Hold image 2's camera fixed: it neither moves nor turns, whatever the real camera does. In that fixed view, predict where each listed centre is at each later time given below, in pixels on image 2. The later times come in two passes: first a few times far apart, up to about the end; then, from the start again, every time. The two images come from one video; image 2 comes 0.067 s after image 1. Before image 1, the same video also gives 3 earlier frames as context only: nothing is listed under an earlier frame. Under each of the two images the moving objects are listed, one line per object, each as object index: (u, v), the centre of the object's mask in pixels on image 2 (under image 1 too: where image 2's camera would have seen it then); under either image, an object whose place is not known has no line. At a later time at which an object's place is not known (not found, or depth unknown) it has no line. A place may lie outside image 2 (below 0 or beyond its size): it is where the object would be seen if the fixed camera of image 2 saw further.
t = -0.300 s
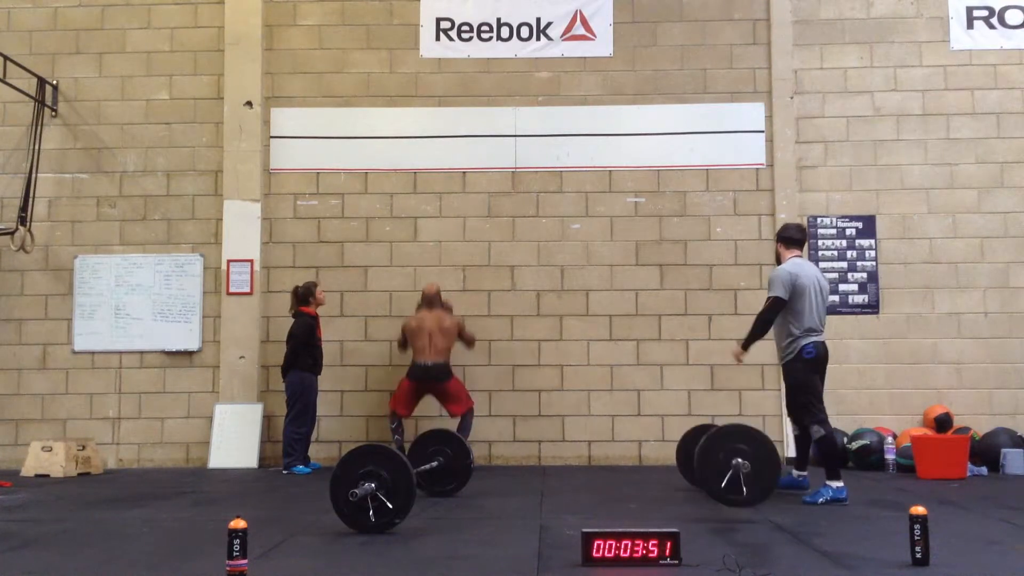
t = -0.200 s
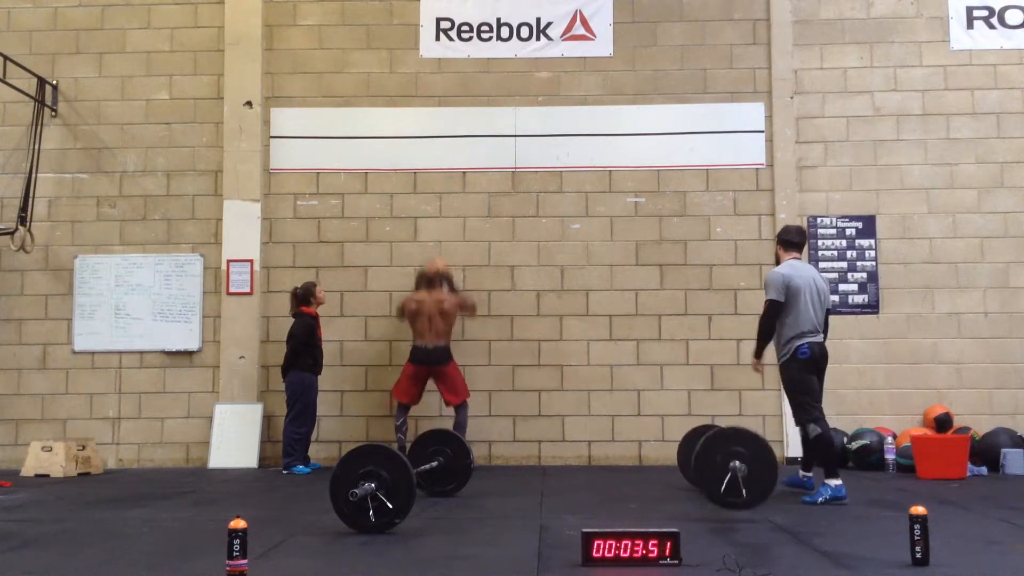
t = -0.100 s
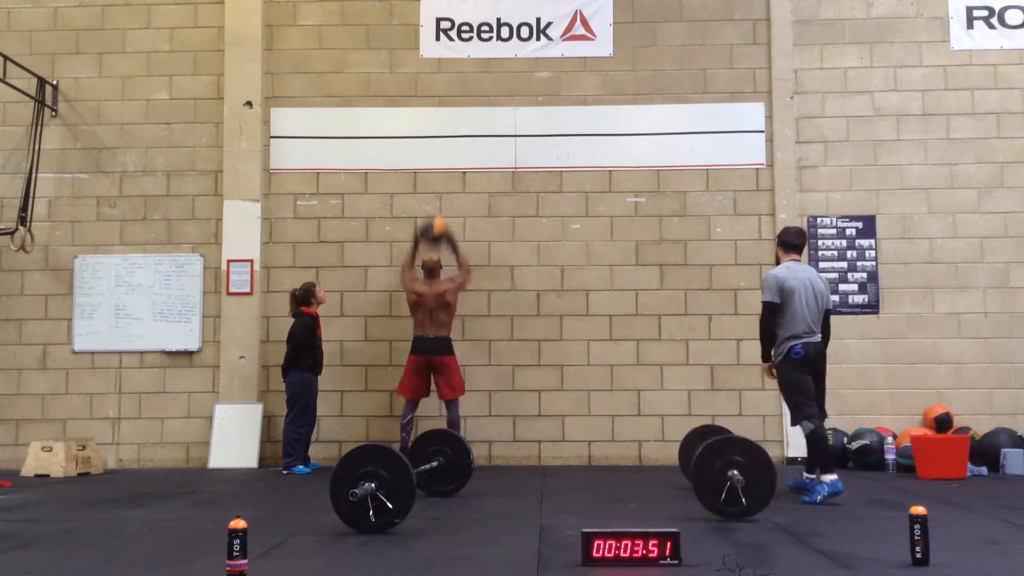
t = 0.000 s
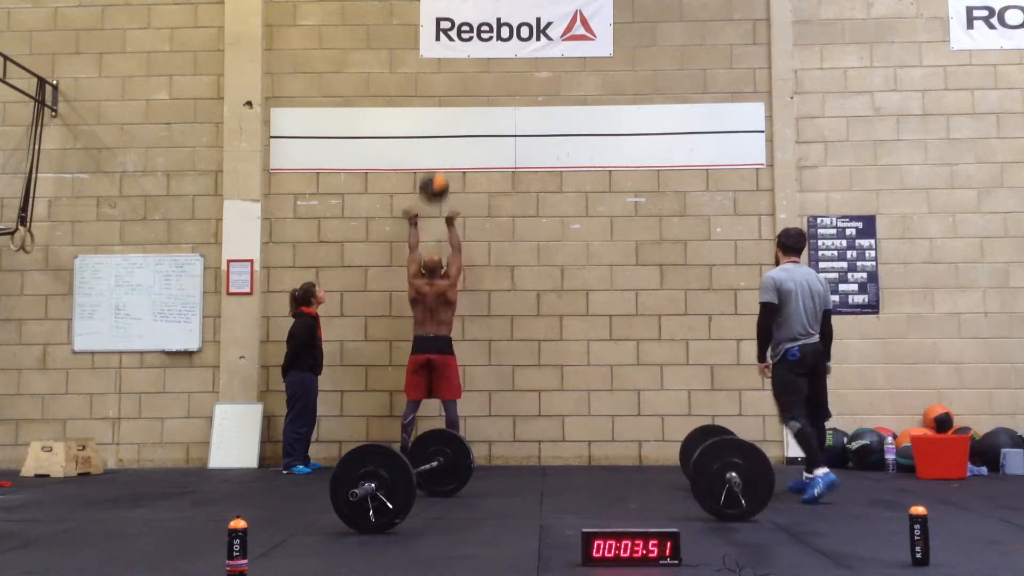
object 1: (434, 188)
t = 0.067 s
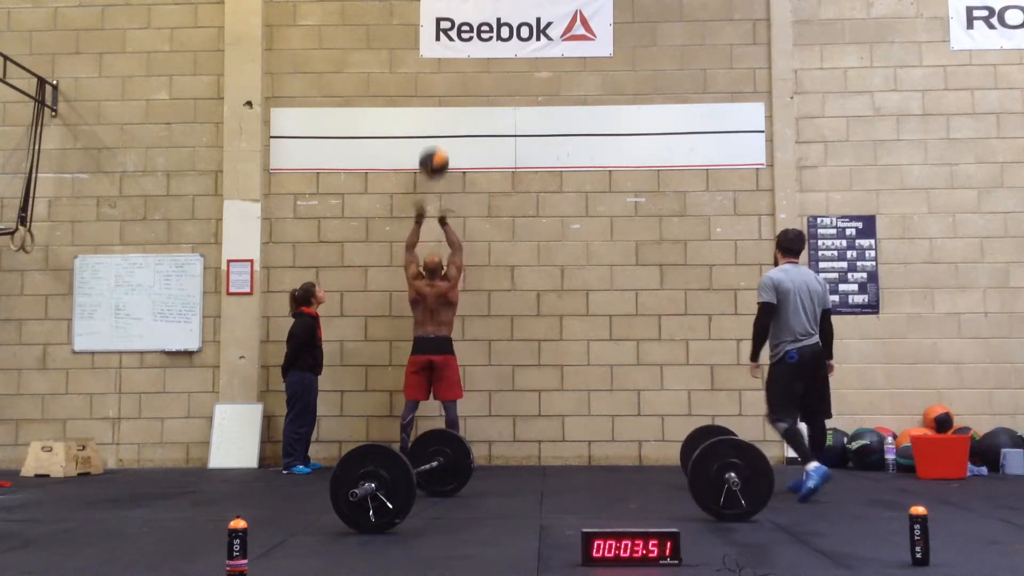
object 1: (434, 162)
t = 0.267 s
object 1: (433, 118)
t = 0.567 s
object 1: (432, 138)
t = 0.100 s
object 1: (434, 152)
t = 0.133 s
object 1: (433, 142)
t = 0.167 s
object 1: (434, 134)
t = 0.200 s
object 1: (434, 128)
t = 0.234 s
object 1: (434, 122)
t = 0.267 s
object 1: (433, 118)
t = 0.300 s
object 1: (433, 114)
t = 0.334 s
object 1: (433, 114)
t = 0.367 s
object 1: (433, 113)
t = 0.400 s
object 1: (433, 114)
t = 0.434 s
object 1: (432, 117)
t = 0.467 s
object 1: (432, 120)
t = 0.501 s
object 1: (432, 125)
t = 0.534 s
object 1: (432, 131)
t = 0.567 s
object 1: (432, 138)
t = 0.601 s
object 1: (431, 146)
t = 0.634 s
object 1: (431, 156)
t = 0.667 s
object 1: (431, 166)
